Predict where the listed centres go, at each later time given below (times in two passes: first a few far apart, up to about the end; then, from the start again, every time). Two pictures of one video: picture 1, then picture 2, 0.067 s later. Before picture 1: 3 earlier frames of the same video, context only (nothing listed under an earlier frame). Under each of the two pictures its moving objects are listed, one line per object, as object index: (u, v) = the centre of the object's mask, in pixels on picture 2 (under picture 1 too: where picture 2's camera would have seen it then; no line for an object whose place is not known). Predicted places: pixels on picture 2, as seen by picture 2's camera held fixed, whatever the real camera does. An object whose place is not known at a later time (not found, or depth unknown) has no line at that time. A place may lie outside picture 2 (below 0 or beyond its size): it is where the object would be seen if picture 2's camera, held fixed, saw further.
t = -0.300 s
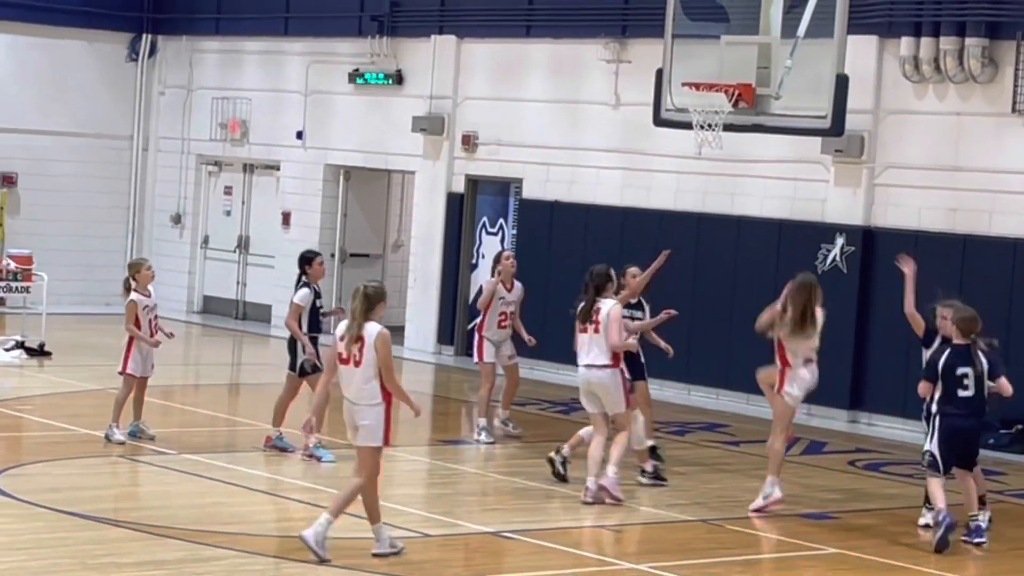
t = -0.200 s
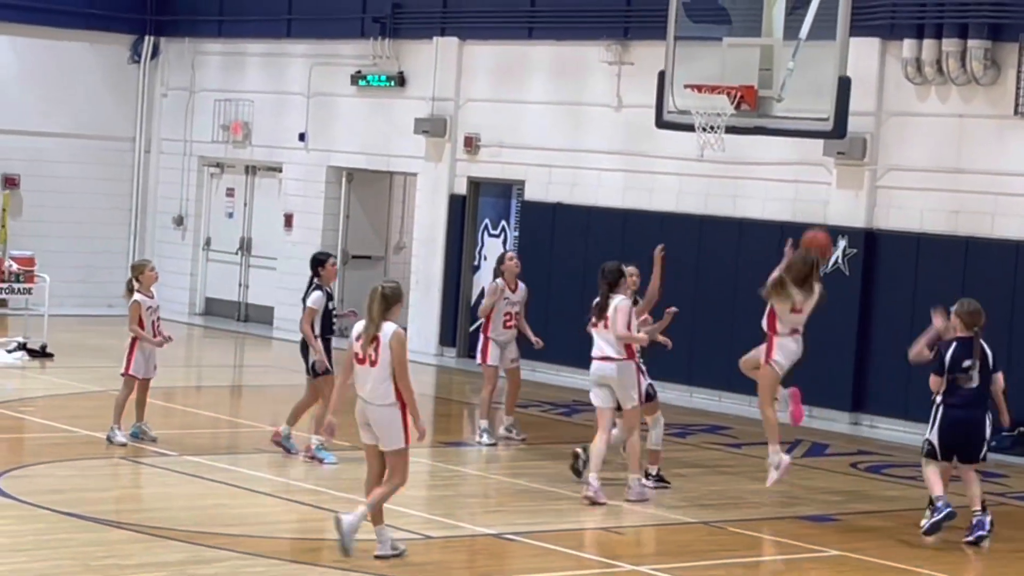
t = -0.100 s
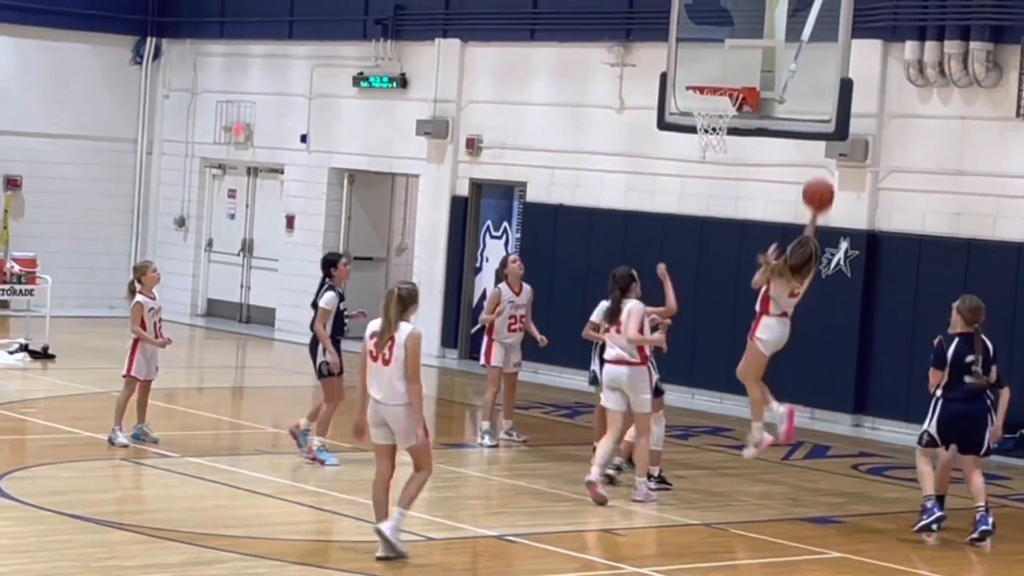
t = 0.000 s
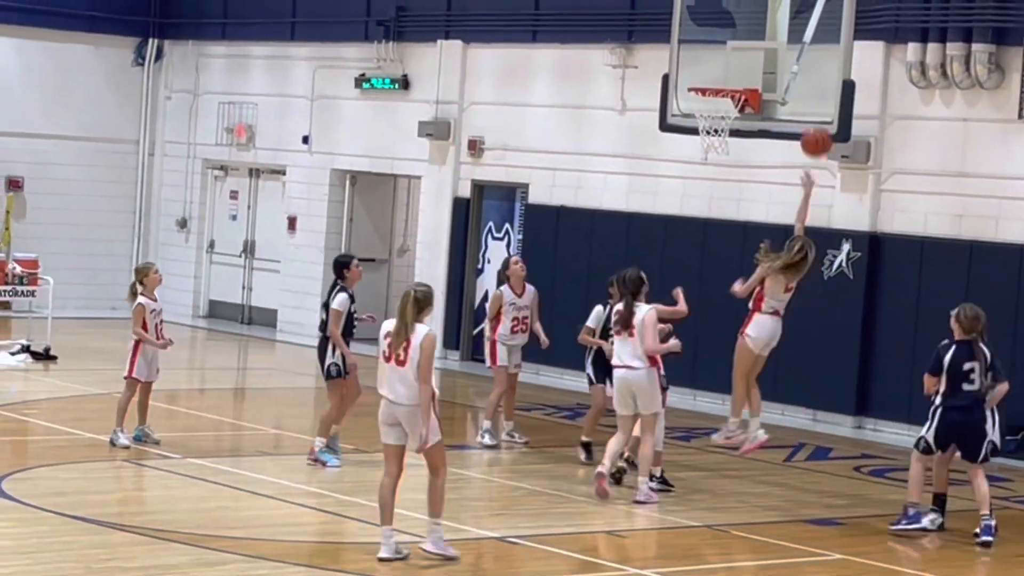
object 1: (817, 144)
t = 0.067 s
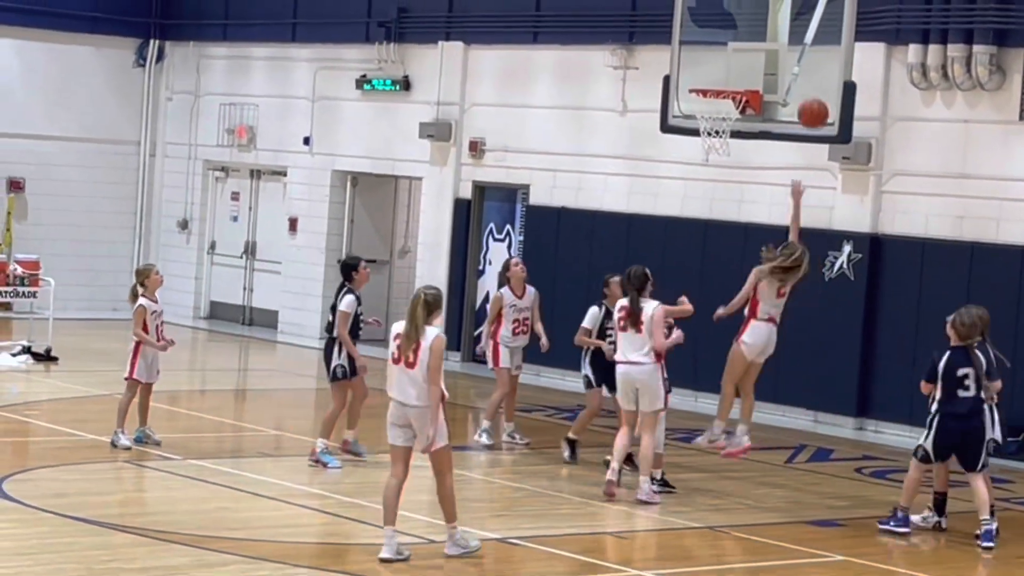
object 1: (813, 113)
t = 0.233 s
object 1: (801, 67)
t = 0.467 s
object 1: (746, 71)
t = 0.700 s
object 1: (715, 73)
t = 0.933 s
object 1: (706, 90)
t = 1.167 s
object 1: (705, 143)
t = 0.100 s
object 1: (810, 101)
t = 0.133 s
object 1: (808, 90)
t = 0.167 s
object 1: (806, 81)
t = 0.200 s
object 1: (804, 73)
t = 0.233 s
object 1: (801, 67)
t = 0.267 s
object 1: (797, 63)
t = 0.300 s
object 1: (789, 61)
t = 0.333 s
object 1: (780, 60)
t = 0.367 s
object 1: (772, 60)
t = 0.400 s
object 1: (764, 62)
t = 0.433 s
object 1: (755, 66)
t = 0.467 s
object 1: (746, 71)
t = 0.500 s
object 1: (738, 76)
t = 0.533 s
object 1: (734, 74)
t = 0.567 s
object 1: (730, 71)
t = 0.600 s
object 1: (726, 69)
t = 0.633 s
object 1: (723, 69)
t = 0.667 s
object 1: (719, 70)
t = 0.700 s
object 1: (715, 73)
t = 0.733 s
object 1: (711, 76)
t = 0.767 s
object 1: (708, 79)
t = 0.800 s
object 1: (708, 79)
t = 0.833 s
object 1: (708, 80)
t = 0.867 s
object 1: (707, 80)
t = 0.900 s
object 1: (707, 82)
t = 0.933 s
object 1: (706, 90)
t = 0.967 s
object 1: (706, 97)
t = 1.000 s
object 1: (705, 105)
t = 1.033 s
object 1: (705, 112)
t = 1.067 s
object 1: (705, 122)
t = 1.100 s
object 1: (704, 130)
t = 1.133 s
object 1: (706, 136)
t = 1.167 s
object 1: (705, 143)
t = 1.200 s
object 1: (705, 153)
